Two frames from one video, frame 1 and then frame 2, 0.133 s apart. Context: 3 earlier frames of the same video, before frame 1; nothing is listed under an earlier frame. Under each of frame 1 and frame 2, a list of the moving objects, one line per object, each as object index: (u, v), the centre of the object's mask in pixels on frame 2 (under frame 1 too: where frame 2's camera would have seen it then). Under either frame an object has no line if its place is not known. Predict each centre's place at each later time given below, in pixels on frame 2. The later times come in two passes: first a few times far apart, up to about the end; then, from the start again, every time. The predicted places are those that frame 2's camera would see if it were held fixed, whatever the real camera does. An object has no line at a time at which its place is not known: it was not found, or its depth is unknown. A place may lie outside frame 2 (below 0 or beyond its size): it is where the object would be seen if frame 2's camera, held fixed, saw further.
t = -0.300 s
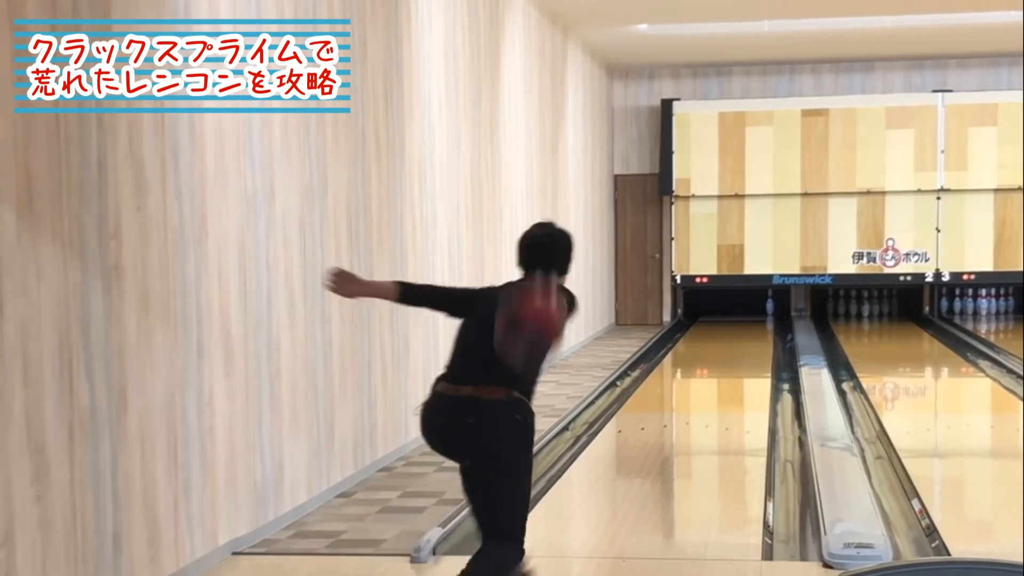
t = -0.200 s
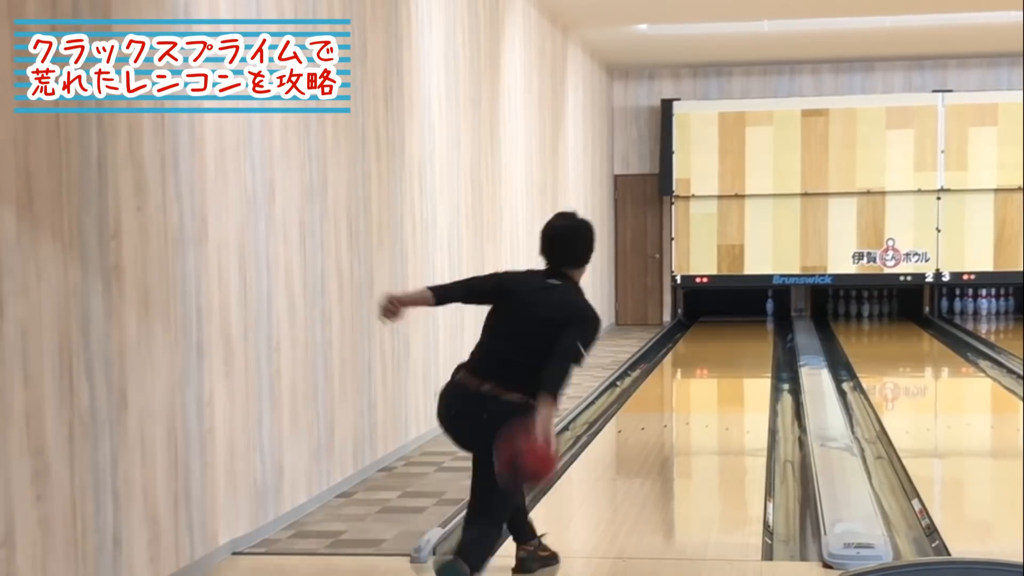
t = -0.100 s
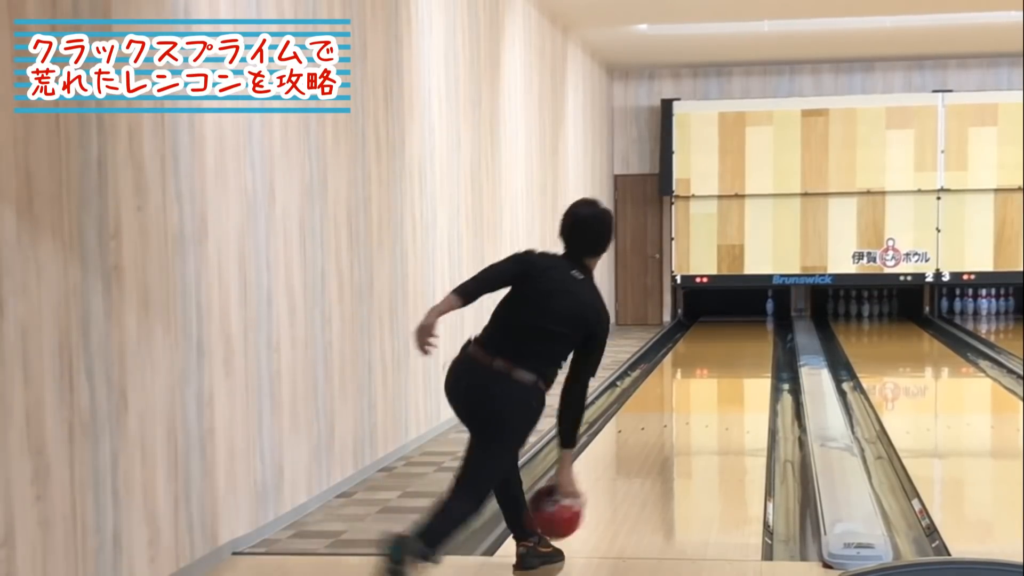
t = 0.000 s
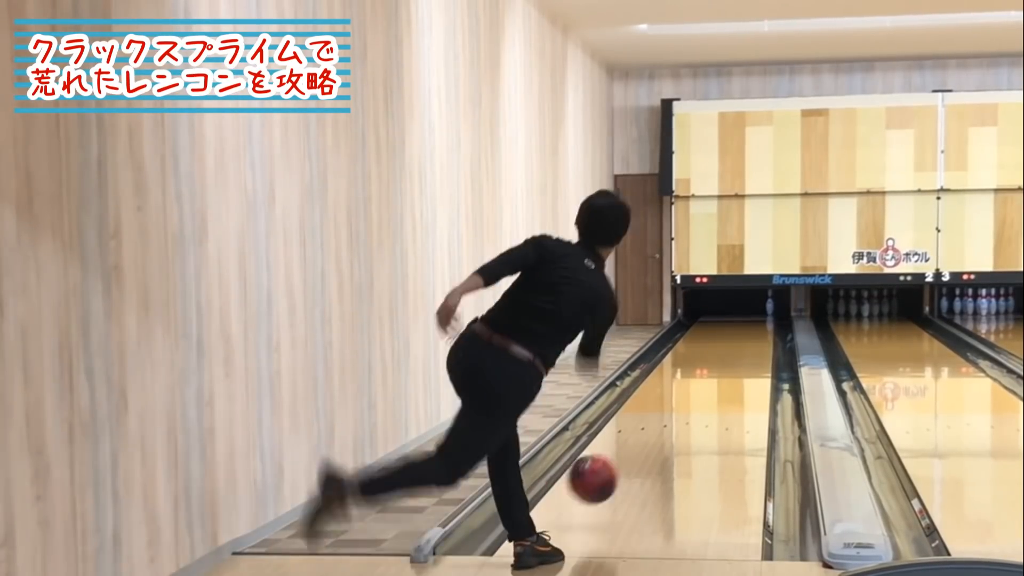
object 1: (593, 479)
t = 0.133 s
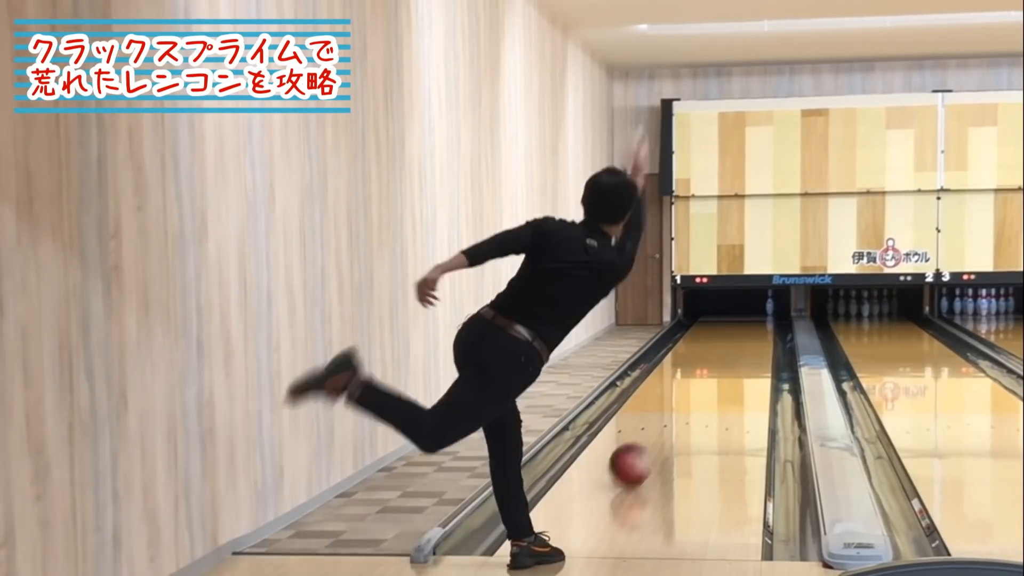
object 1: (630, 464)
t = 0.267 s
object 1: (659, 437)
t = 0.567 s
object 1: (702, 391)
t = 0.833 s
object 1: (727, 365)
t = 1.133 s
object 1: (746, 344)
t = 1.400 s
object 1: (759, 329)
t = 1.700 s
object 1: (769, 314)
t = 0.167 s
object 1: (637, 455)
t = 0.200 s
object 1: (645, 449)
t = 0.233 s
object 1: (652, 443)
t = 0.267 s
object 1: (659, 437)
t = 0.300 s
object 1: (665, 430)
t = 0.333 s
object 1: (670, 425)
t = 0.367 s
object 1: (675, 419)
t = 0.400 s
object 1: (680, 414)
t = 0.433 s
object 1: (685, 409)
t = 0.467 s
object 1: (689, 404)
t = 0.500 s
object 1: (694, 399)
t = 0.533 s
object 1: (698, 395)
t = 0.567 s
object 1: (702, 391)
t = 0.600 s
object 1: (705, 387)
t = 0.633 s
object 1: (709, 384)
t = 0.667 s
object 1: (712, 380)
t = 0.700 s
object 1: (715, 377)
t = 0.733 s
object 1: (718, 373)
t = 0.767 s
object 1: (721, 370)
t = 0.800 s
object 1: (724, 367)
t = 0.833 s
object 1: (727, 365)
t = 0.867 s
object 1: (729, 362)
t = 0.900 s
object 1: (732, 360)
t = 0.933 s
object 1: (734, 358)
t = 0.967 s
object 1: (736, 356)
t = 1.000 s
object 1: (739, 352)
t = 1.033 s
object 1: (740, 350)
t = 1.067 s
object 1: (742, 347)
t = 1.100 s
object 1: (744, 346)
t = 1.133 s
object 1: (746, 344)
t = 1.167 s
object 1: (748, 342)
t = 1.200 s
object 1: (750, 340)
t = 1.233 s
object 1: (752, 338)
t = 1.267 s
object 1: (753, 336)
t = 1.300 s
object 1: (754, 335)
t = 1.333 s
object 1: (756, 333)
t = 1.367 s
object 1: (757, 332)
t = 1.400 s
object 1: (759, 329)
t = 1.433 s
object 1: (760, 328)
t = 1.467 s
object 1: (762, 328)
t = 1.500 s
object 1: (763, 326)
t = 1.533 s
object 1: (764, 324)
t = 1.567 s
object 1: (766, 322)
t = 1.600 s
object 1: (766, 322)
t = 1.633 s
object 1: (767, 321)
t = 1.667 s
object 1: (768, 319)
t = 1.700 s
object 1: (769, 314)
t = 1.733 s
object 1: (770, 317)
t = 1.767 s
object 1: (771, 316)
